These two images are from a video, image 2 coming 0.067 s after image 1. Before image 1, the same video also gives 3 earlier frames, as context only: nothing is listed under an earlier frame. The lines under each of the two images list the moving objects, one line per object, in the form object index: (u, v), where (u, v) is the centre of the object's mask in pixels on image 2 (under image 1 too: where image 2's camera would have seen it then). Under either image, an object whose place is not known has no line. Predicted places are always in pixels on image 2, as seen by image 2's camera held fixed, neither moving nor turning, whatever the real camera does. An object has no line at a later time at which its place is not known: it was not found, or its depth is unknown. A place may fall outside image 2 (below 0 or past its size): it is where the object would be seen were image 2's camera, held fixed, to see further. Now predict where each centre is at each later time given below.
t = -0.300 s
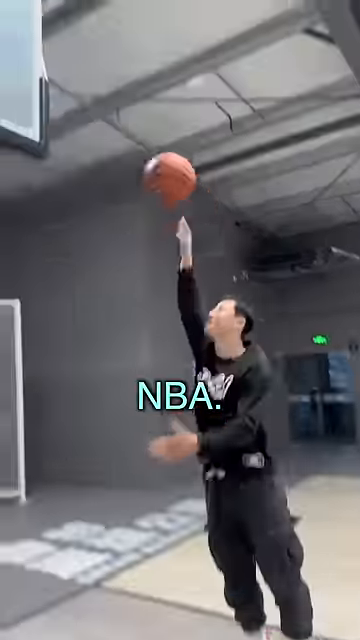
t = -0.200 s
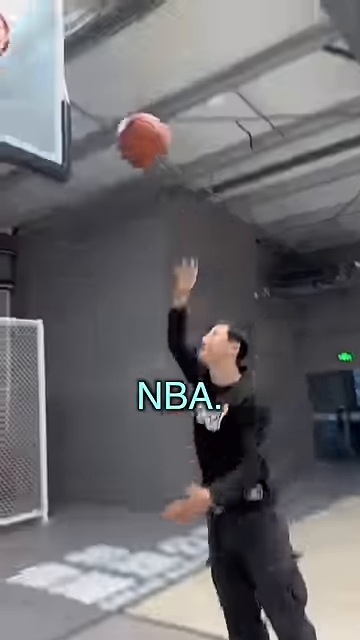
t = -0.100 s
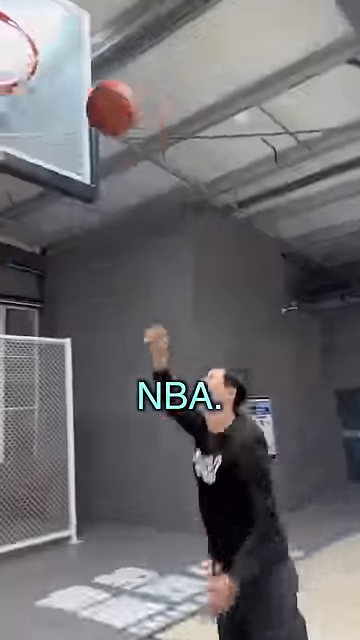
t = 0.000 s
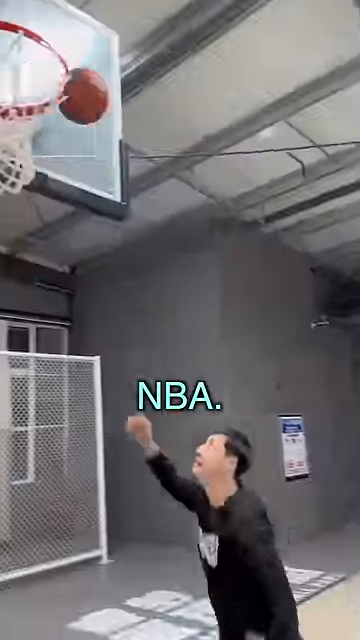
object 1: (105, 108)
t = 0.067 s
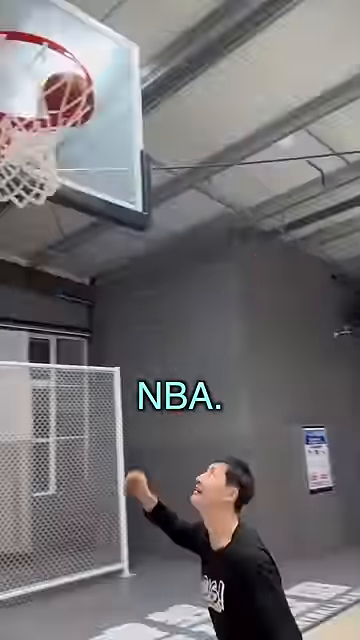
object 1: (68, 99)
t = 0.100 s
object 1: (66, 90)
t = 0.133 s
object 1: (66, 84)
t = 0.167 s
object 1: (65, 77)
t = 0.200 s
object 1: (67, 79)
